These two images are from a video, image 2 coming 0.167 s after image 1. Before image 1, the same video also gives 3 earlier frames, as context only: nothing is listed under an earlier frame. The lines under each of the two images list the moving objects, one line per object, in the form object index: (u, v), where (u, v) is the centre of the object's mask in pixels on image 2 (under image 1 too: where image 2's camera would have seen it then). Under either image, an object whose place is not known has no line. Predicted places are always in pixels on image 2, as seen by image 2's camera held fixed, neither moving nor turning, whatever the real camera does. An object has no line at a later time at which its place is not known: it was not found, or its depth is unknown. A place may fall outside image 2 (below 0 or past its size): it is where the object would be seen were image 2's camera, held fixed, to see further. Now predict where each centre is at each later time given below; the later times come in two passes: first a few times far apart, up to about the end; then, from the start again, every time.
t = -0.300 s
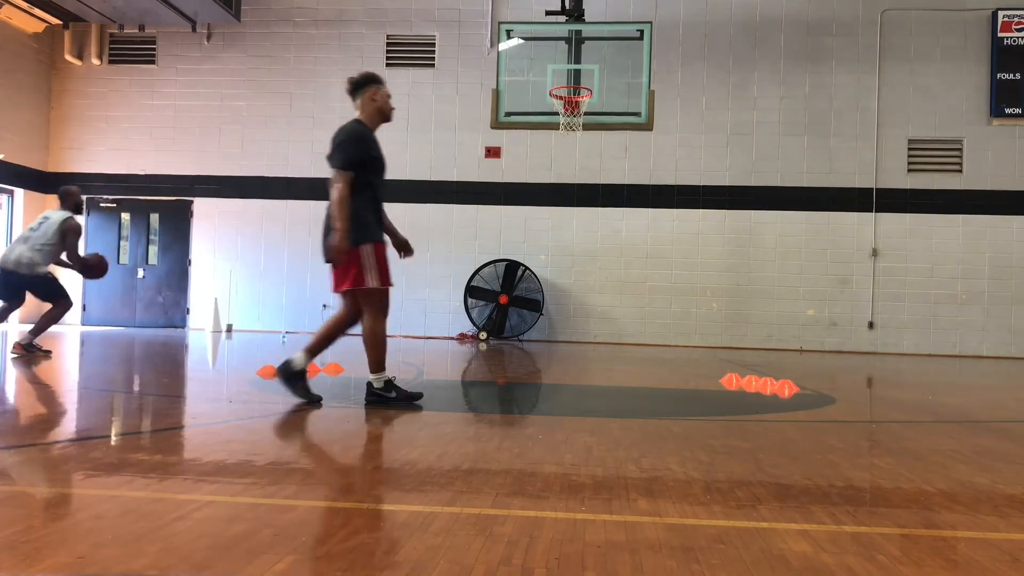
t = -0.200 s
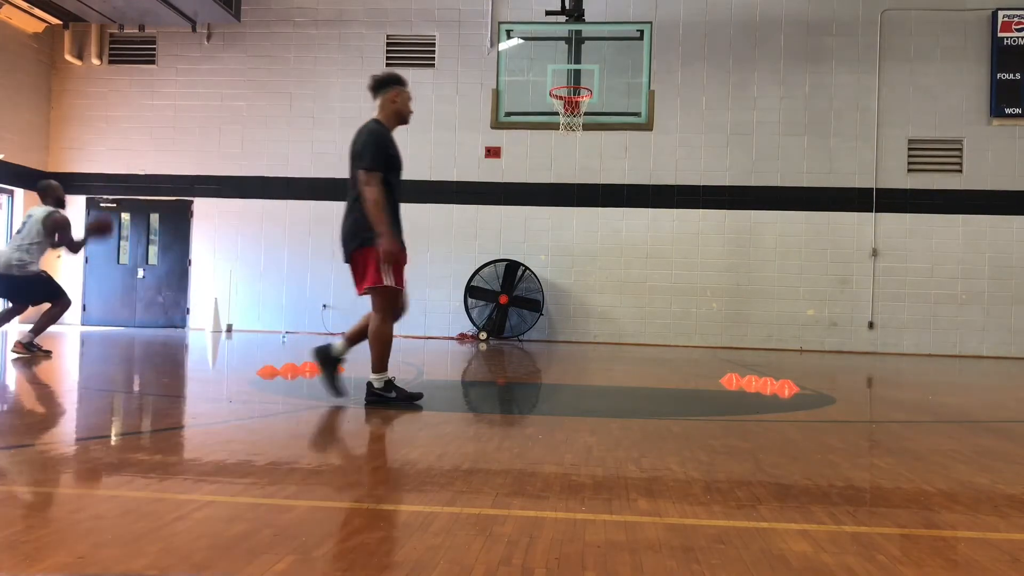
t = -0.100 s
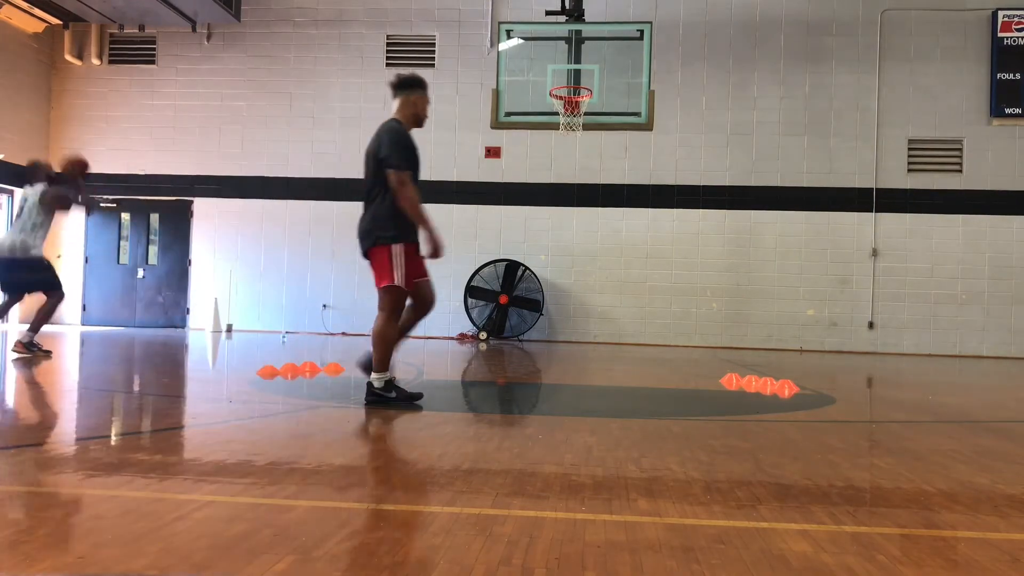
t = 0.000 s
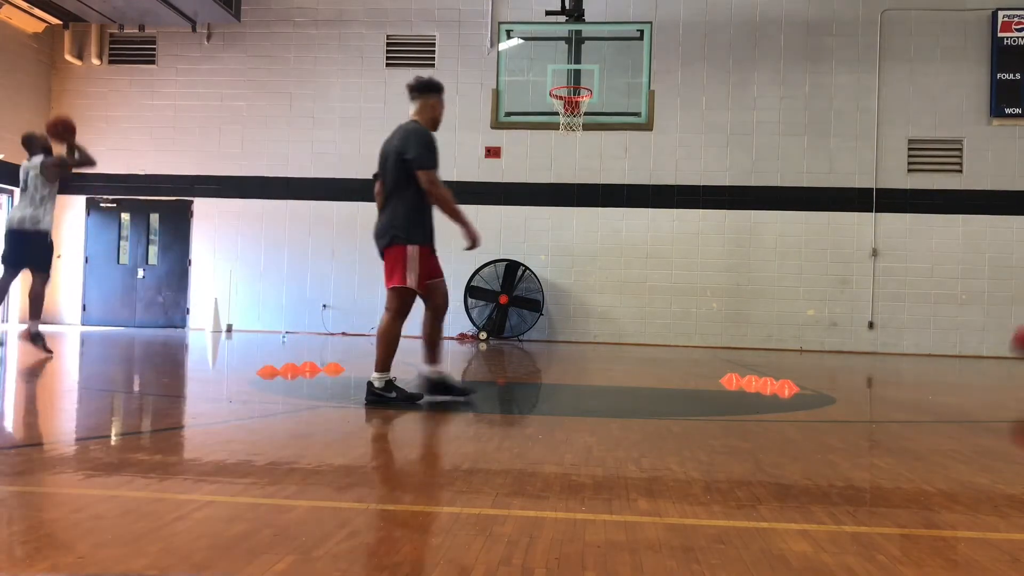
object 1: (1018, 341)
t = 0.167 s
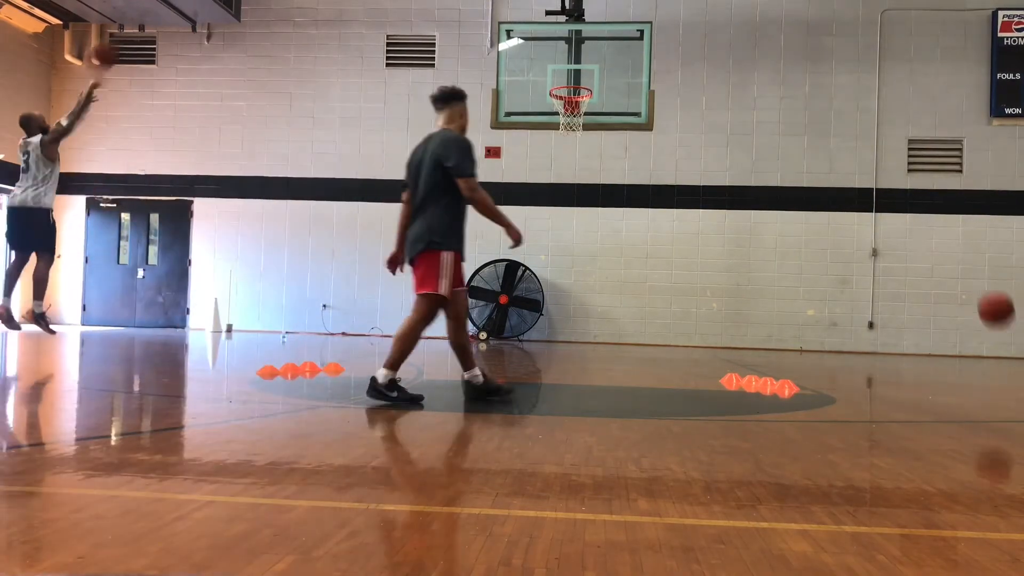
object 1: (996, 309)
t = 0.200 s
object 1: (991, 292)
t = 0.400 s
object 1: (960, 214)
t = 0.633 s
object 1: (920, 190)
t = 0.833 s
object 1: (882, 230)
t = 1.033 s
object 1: (839, 333)
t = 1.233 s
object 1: (792, 302)
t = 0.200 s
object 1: (991, 292)
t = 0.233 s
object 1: (986, 276)
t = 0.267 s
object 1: (981, 261)
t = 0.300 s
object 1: (976, 247)
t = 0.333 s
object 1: (971, 235)
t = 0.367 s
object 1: (966, 224)
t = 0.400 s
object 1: (960, 214)
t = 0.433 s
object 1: (955, 206)
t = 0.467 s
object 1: (949, 200)
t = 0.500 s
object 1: (944, 196)
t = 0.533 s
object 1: (938, 192)
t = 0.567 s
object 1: (933, 190)
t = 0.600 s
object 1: (927, 189)
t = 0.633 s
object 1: (920, 190)
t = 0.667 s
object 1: (914, 193)
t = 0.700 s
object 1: (908, 196)
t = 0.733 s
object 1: (902, 201)
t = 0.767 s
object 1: (895, 208)
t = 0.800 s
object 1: (889, 217)
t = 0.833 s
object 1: (882, 230)
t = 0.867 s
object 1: (875, 242)
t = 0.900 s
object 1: (868, 256)
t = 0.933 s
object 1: (861, 273)
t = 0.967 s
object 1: (854, 291)
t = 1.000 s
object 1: (846, 311)
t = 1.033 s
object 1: (839, 333)
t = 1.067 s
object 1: (832, 358)
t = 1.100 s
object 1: (823, 378)
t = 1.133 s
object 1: (816, 357)
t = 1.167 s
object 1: (808, 337)
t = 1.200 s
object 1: (800, 320)
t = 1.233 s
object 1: (792, 302)
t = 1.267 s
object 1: (784, 287)
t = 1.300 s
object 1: (775, 273)
